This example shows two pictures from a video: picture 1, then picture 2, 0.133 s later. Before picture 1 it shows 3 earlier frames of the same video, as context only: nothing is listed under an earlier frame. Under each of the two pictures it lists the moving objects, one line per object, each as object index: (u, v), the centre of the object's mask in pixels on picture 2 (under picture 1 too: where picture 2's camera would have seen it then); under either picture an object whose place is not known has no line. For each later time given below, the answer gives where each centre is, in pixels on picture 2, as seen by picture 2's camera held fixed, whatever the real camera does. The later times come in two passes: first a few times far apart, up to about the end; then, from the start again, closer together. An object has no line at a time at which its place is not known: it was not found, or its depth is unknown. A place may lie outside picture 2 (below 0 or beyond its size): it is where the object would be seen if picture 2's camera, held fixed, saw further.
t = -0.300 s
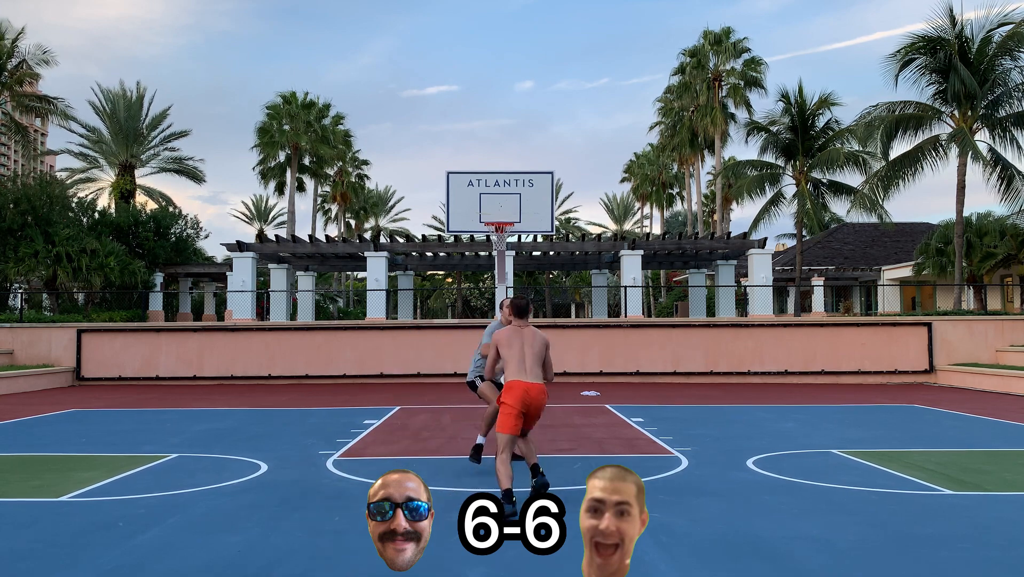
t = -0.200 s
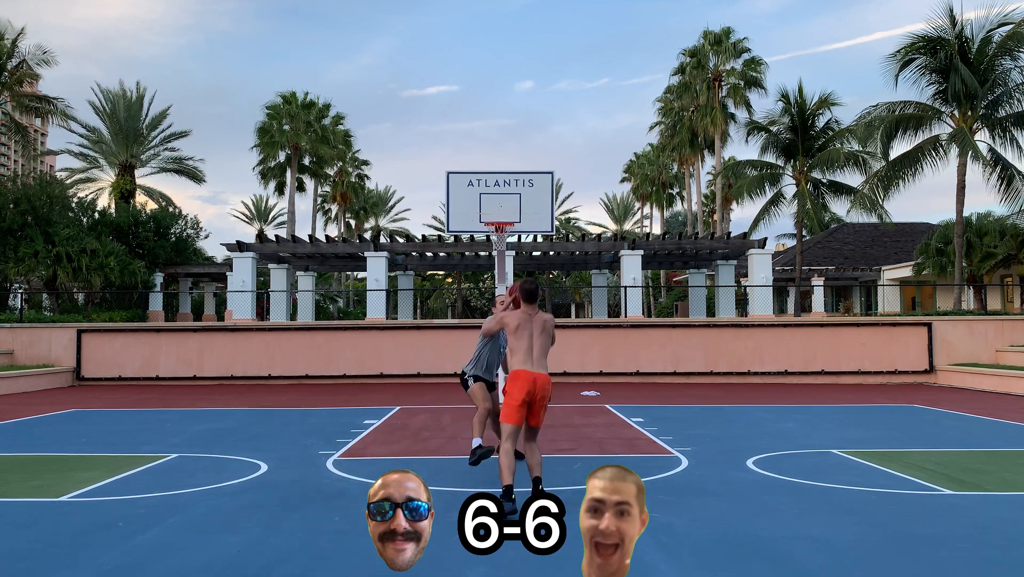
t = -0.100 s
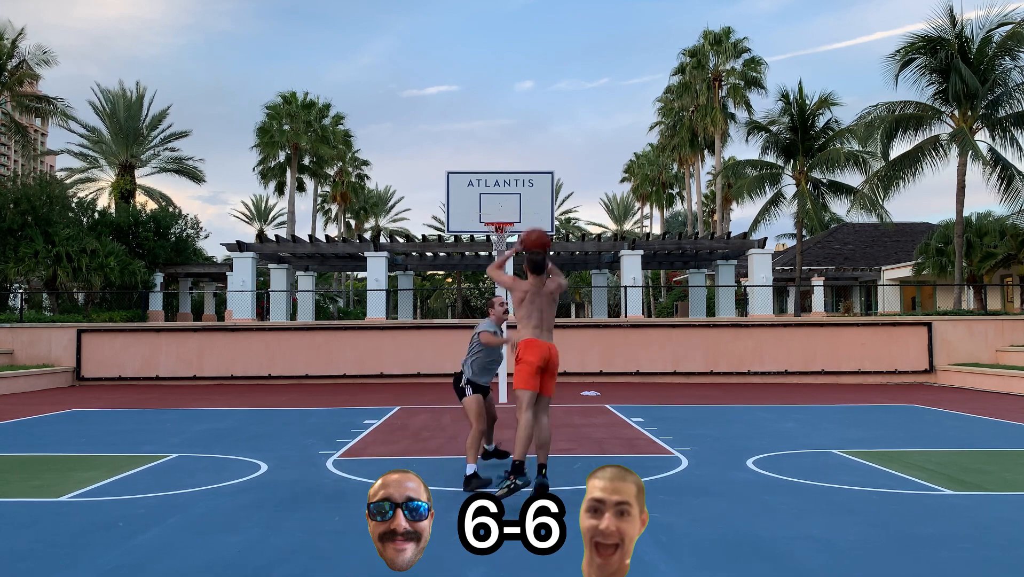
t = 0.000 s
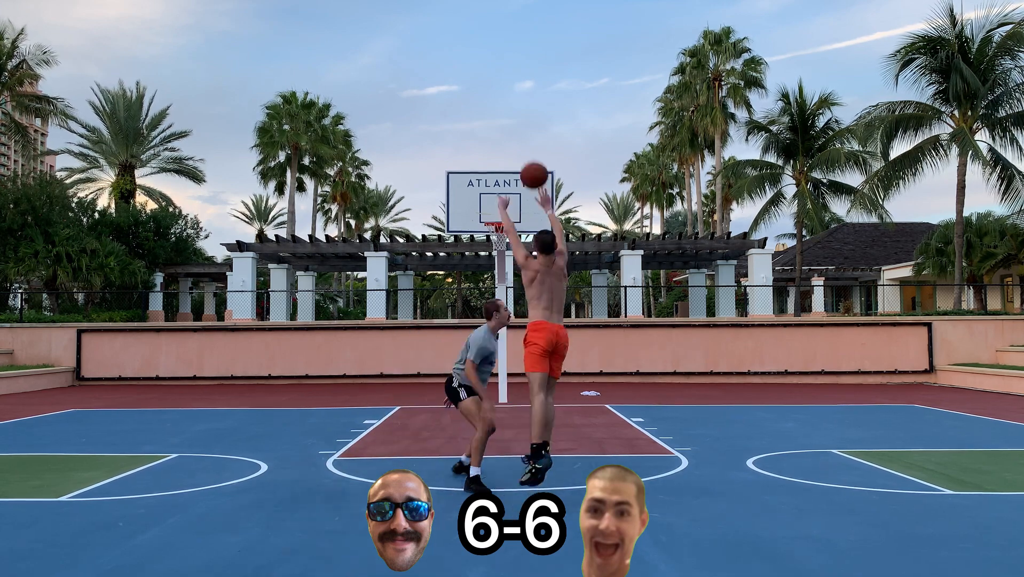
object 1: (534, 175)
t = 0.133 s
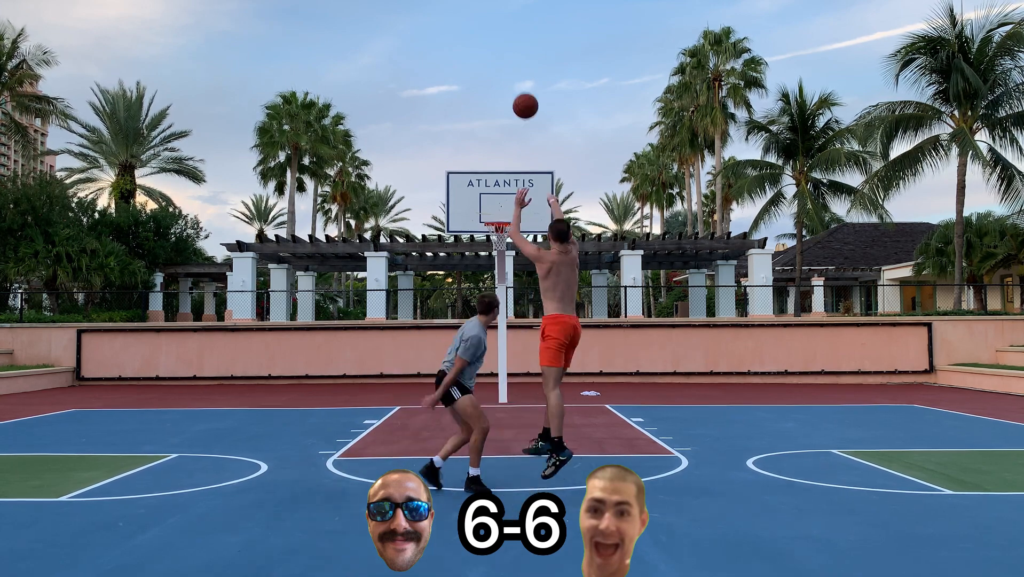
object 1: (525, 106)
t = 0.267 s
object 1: (518, 65)
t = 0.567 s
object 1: (507, 50)
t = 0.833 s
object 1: (500, 94)
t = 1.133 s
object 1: (495, 184)
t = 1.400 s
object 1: (501, 235)
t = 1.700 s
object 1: (512, 279)
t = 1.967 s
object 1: (522, 366)
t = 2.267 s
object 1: (527, 354)
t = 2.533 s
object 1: (530, 317)
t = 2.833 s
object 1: (534, 330)
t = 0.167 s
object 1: (523, 93)
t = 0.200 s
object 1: (522, 82)
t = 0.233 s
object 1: (520, 73)
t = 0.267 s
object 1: (518, 65)
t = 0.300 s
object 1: (517, 59)
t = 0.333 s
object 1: (515, 54)
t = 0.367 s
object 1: (514, 51)
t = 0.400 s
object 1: (512, 48)
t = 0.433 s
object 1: (511, 47)
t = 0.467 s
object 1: (510, 46)
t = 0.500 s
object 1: (509, 47)
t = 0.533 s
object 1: (508, 48)
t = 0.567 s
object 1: (507, 50)
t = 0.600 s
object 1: (506, 53)
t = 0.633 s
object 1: (505, 57)
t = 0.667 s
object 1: (504, 61)
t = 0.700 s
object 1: (503, 67)
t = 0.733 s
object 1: (502, 72)
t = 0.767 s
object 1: (502, 79)
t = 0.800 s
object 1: (501, 86)
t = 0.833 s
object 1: (500, 94)
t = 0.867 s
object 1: (500, 102)
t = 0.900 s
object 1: (499, 111)
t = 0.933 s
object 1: (499, 120)
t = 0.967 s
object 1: (498, 129)
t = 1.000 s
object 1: (497, 139)
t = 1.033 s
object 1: (497, 150)
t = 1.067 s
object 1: (496, 161)
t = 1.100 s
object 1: (496, 172)
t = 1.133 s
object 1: (495, 184)
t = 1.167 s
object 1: (495, 196)
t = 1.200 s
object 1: (494, 208)
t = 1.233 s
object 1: (494, 218)
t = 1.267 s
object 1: (497, 229)
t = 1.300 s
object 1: (498, 231)
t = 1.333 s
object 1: (499, 233)
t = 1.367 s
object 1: (500, 234)
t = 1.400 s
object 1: (501, 235)
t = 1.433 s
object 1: (502, 238)
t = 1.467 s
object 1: (503, 241)
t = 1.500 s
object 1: (505, 244)
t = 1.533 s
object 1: (506, 248)
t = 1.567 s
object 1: (507, 253)
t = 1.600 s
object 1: (508, 259)
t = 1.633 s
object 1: (510, 265)
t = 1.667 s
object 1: (511, 271)
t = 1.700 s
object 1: (512, 279)
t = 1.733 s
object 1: (513, 287)
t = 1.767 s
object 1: (514, 297)
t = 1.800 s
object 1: (516, 307)
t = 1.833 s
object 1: (517, 316)
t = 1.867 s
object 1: (518, 329)
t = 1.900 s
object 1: (520, 340)
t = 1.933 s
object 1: (521, 352)
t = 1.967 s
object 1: (522, 366)
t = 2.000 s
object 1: (523, 380)
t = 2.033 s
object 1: (524, 396)
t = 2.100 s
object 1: (526, 401)
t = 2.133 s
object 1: (526, 389)
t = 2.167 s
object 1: (526, 379)
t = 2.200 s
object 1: (526, 370)
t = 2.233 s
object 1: (527, 361)
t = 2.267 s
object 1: (527, 354)
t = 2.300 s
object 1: (527, 347)
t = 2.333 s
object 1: (528, 340)
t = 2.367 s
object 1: (528, 335)
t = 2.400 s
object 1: (528, 330)
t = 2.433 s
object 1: (529, 325)
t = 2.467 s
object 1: (529, 322)
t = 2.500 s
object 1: (530, 318)
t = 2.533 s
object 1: (530, 317)
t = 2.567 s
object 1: (531, 315)
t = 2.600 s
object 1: (531, 315)
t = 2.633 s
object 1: (531, 315)
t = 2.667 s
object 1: (532, 315)
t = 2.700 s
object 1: (532, 317)
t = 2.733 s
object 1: (533, 319)
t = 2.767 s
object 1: (534, 321)
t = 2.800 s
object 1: (534, 325)
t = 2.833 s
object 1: (534, 330)
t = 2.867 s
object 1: (535, 335)
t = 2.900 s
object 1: (536, 341)
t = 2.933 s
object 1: (536, 347)
